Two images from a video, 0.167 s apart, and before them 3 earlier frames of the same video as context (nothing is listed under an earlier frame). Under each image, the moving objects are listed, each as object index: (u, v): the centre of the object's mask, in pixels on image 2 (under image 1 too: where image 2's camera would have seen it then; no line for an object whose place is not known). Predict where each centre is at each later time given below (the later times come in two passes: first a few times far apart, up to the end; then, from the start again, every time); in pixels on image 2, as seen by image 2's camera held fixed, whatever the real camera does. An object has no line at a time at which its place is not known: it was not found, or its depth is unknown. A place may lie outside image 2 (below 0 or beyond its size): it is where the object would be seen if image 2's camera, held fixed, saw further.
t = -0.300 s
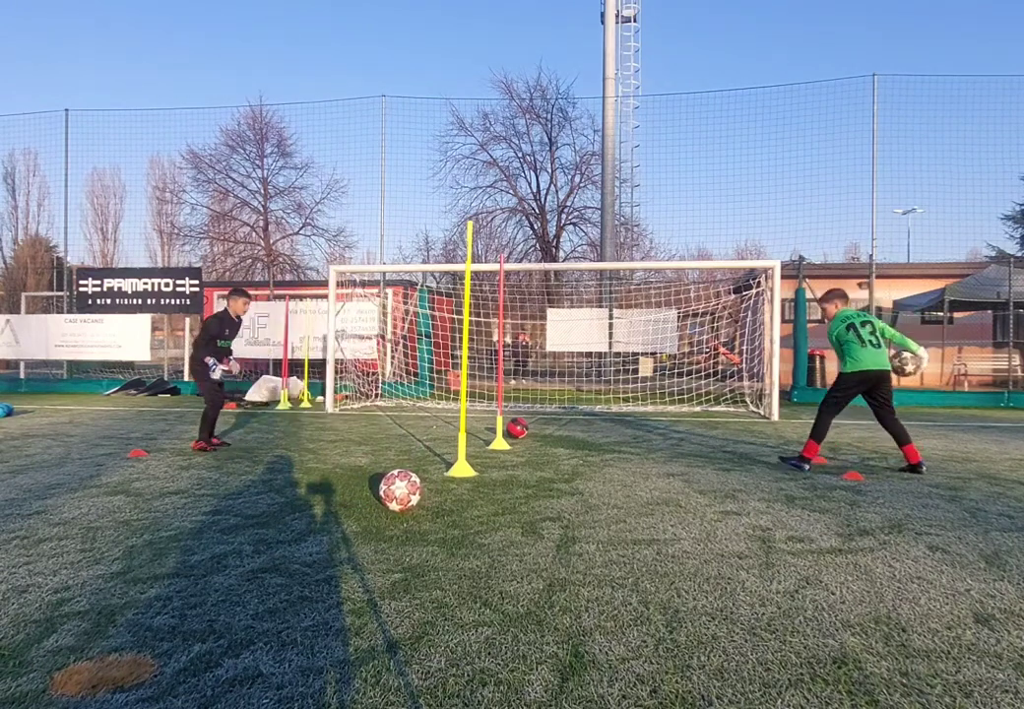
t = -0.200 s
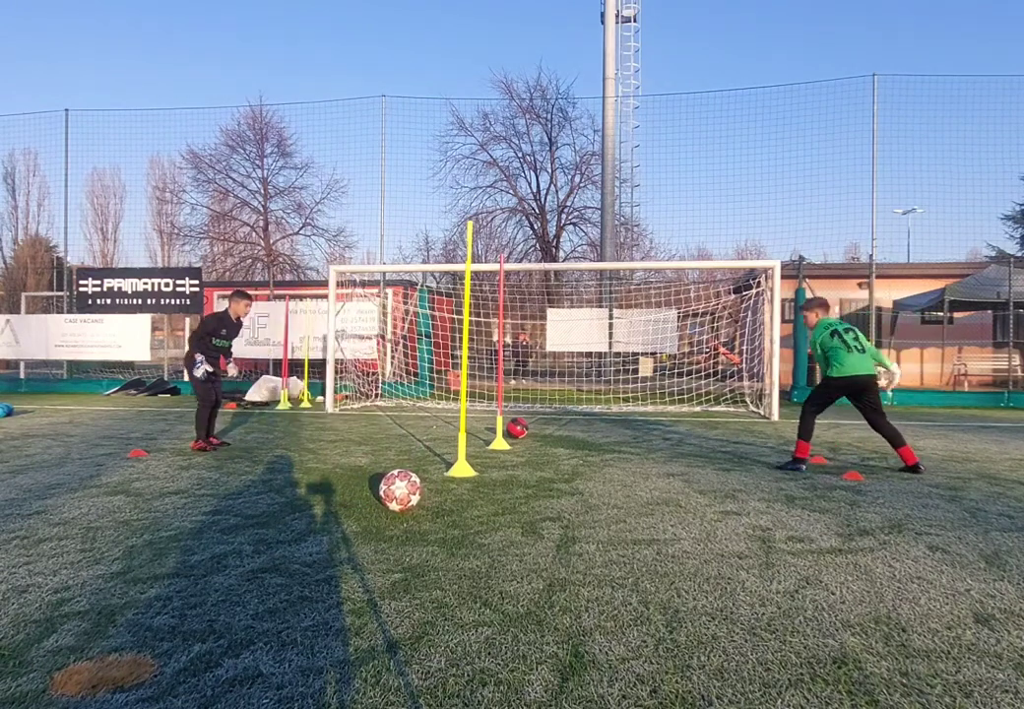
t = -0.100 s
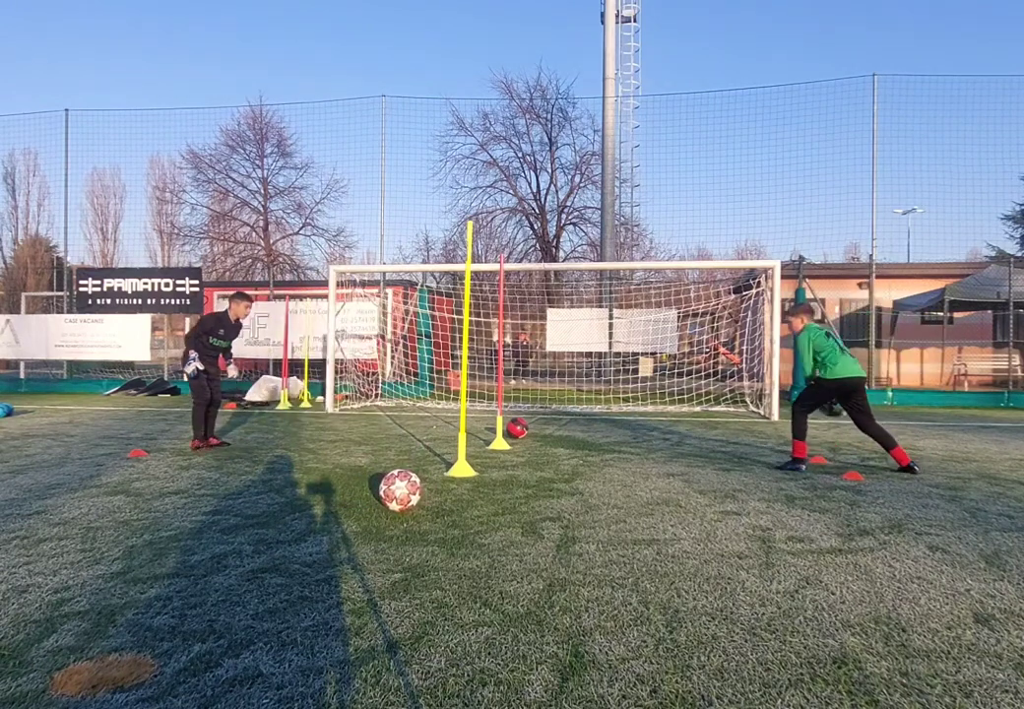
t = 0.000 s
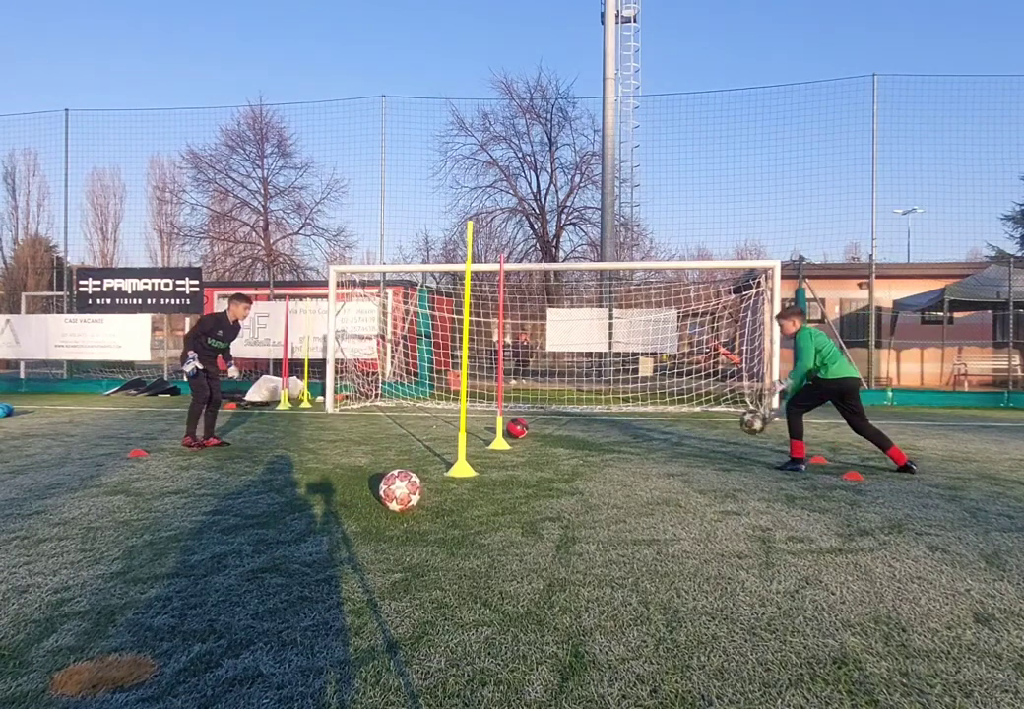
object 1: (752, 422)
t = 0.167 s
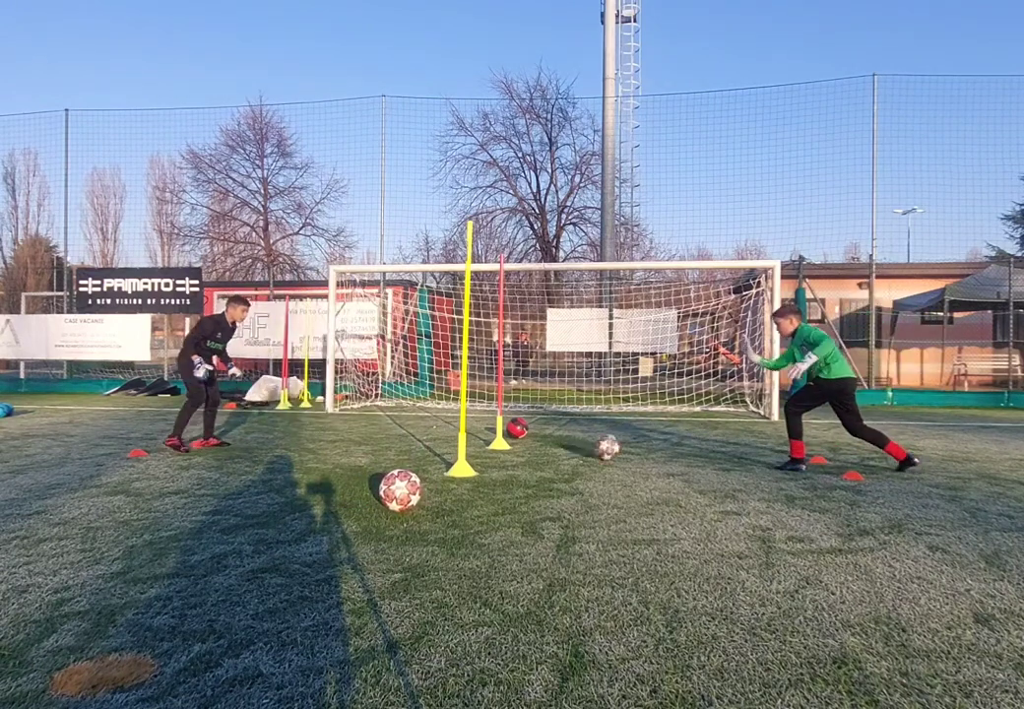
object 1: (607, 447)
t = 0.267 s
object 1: (536, 434)
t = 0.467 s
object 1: (397, 437)
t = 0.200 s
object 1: (582, 445)
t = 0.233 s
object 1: (557, 438)
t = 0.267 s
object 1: (536, 434)
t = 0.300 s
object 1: (511, 431)
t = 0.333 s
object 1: (488, 431)
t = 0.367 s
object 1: (466, 430)
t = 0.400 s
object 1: (442, 430)
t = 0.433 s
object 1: (419, 434)
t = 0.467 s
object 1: (397, 437)
